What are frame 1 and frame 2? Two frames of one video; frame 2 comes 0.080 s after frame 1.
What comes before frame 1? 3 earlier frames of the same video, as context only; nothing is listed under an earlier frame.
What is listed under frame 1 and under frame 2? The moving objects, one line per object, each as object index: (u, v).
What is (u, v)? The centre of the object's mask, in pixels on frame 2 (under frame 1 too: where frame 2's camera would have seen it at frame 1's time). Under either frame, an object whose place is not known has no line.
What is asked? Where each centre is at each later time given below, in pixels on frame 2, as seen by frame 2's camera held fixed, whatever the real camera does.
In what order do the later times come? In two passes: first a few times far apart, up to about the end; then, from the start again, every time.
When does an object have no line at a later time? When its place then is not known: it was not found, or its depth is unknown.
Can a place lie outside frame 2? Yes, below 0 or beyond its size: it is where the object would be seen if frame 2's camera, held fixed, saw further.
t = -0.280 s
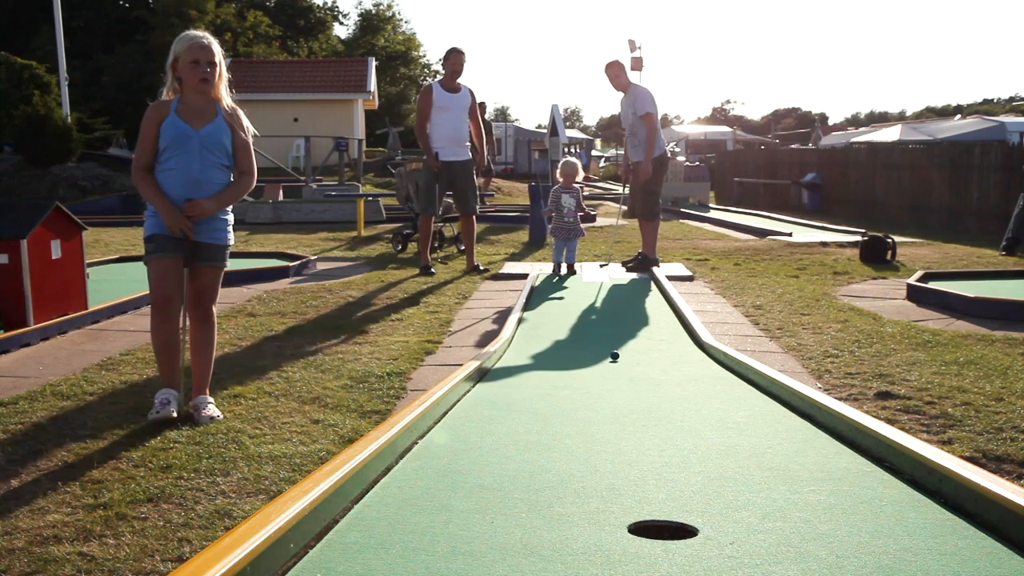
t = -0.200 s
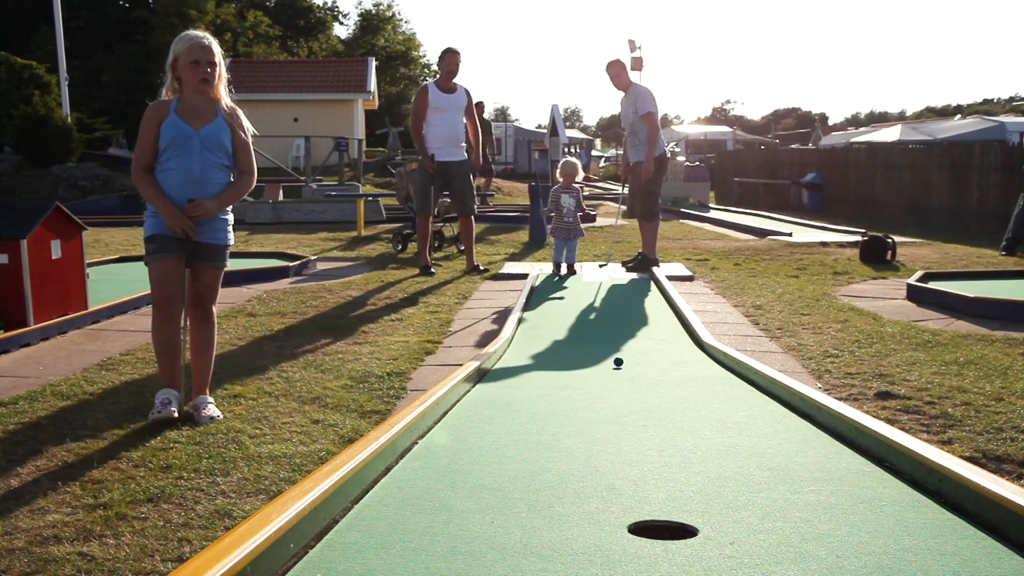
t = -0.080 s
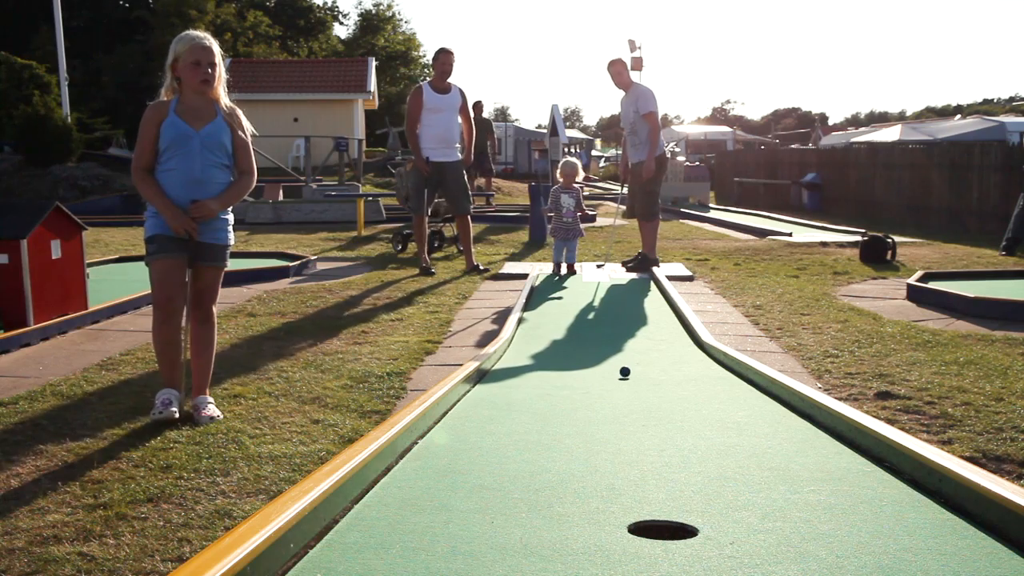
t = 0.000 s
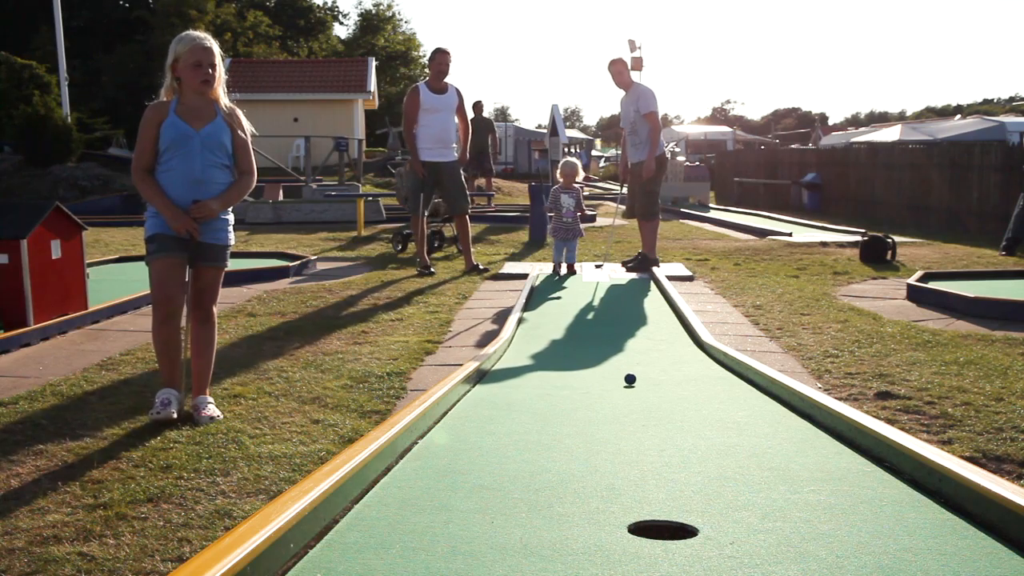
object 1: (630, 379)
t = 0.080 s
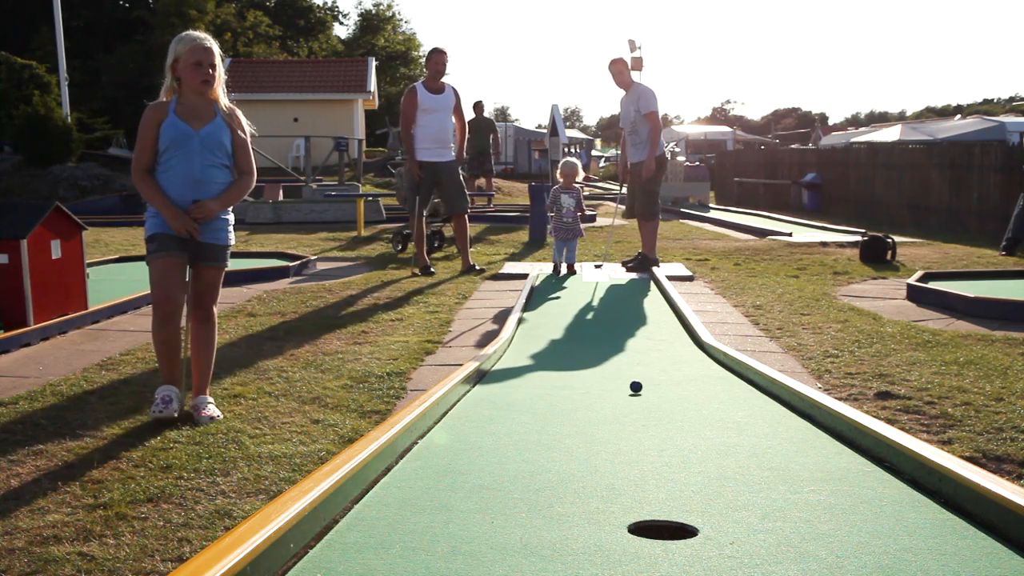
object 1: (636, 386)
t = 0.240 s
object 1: (649, 405)
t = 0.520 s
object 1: (682, 452)
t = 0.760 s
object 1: (730, 523)
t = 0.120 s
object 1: (639, 390)
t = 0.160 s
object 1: (642, 395)
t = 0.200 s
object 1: (645, 400)
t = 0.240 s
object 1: (649, 405)
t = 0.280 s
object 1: (652, 410)
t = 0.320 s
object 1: (657, 415)
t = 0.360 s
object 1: (661, 422)
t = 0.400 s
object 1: (666, 430)
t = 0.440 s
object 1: (671, 434)
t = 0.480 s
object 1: (676, 444)
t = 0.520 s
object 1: (682, 452)
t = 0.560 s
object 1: (688, 462)
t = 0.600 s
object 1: (695, 473)
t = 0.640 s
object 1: (702, 484)
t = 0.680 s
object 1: (711, 496)
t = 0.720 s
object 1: (720, 509)
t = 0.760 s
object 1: (730, 523)
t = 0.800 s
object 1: (741, 537)
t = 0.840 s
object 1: (754, 553)
